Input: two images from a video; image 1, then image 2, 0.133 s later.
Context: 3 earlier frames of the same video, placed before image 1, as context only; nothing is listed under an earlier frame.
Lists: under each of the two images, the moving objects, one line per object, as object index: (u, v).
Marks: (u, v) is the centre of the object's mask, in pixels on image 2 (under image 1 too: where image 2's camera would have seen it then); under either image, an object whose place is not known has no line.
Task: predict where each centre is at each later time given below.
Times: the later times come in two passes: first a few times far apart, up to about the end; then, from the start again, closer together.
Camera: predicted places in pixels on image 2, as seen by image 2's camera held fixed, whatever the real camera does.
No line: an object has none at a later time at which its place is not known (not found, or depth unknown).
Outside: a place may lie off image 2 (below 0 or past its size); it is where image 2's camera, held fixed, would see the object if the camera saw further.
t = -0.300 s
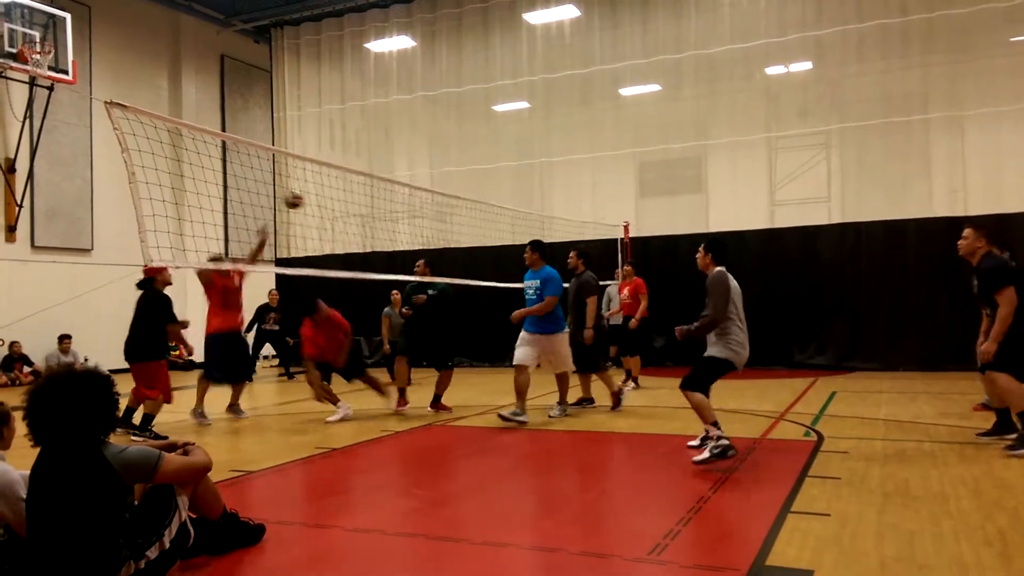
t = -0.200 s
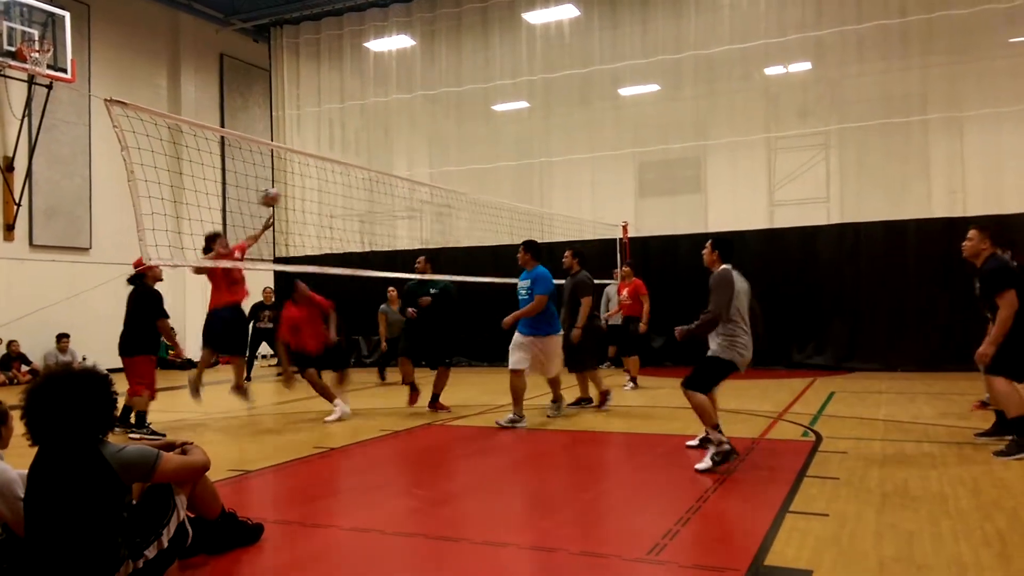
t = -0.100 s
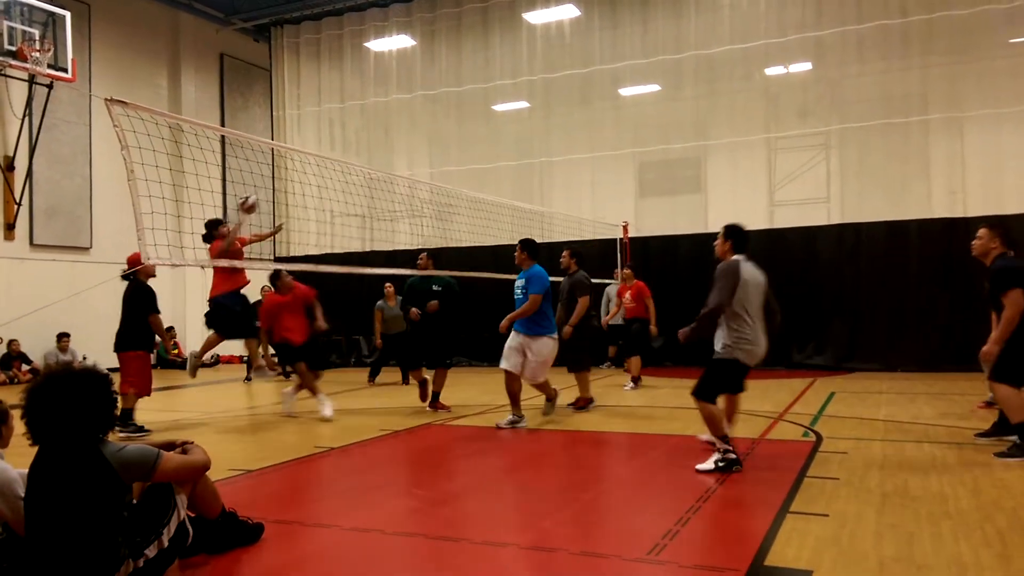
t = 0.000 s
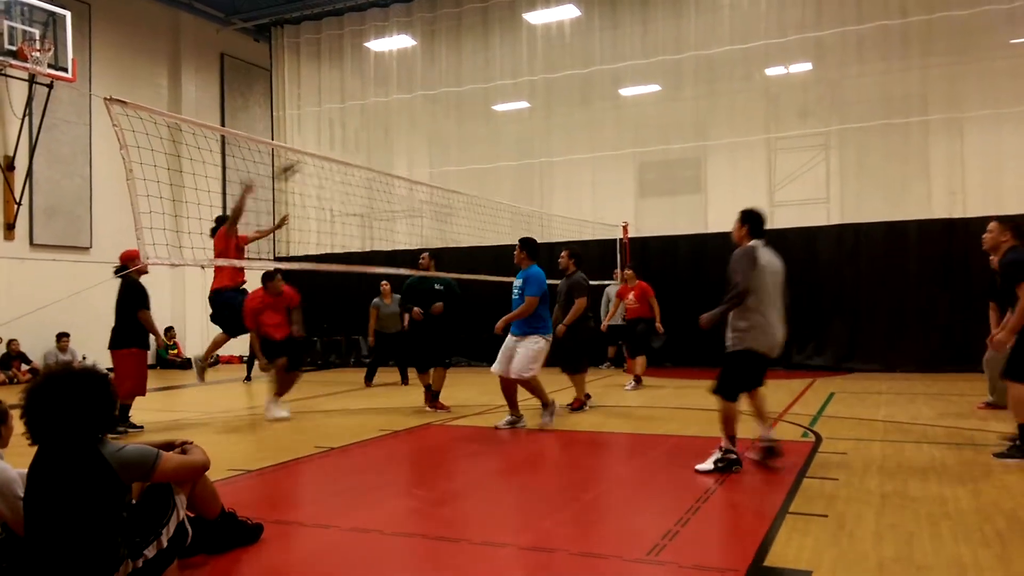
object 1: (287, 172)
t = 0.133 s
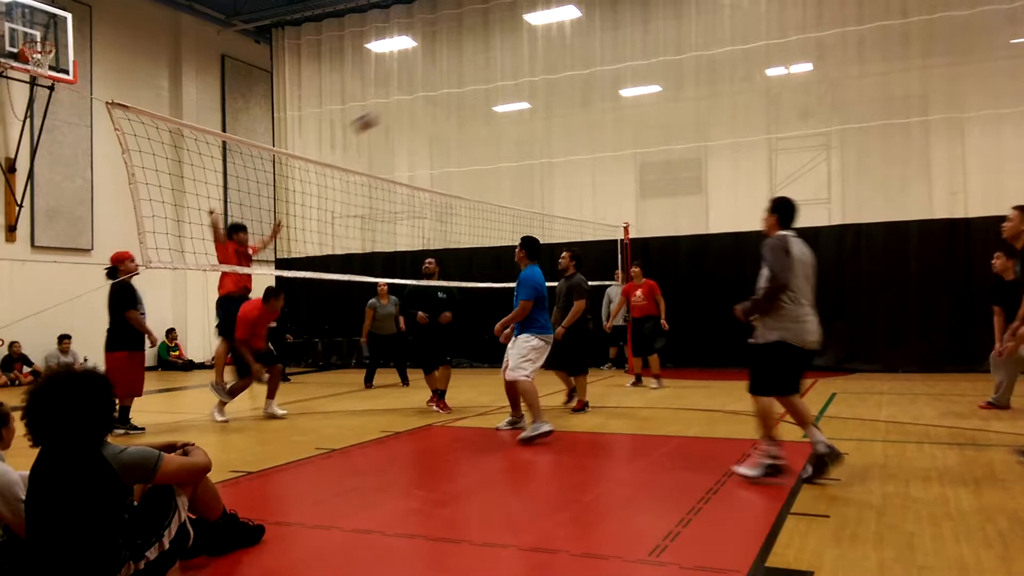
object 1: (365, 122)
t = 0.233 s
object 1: (422, 95)
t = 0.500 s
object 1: (589, 63)
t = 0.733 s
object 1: (747, 94)
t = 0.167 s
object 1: (383, 113)
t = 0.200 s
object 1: (403, 103)
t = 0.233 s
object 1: (422, 95)
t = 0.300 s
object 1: (463, 82)
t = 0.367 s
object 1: (505, 72)
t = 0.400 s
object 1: (525, 71)
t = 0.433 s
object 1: (548, 67)
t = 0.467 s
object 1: (567, 63)
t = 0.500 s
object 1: (589, 63)
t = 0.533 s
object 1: (611, 64)
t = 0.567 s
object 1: (632, 66)
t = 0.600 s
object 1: (656, 70)
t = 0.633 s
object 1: (678, 74)
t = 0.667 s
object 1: (702, 79)
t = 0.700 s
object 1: (722, 87)
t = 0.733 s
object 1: (747, 94)
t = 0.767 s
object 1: (773, 106)
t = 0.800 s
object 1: (798, 115)
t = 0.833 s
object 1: (823, 127)
